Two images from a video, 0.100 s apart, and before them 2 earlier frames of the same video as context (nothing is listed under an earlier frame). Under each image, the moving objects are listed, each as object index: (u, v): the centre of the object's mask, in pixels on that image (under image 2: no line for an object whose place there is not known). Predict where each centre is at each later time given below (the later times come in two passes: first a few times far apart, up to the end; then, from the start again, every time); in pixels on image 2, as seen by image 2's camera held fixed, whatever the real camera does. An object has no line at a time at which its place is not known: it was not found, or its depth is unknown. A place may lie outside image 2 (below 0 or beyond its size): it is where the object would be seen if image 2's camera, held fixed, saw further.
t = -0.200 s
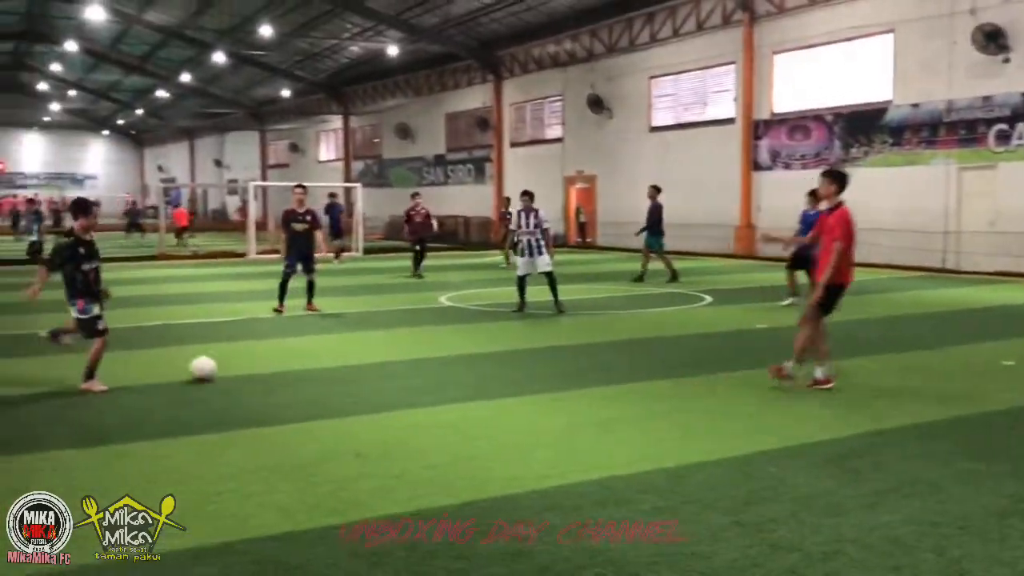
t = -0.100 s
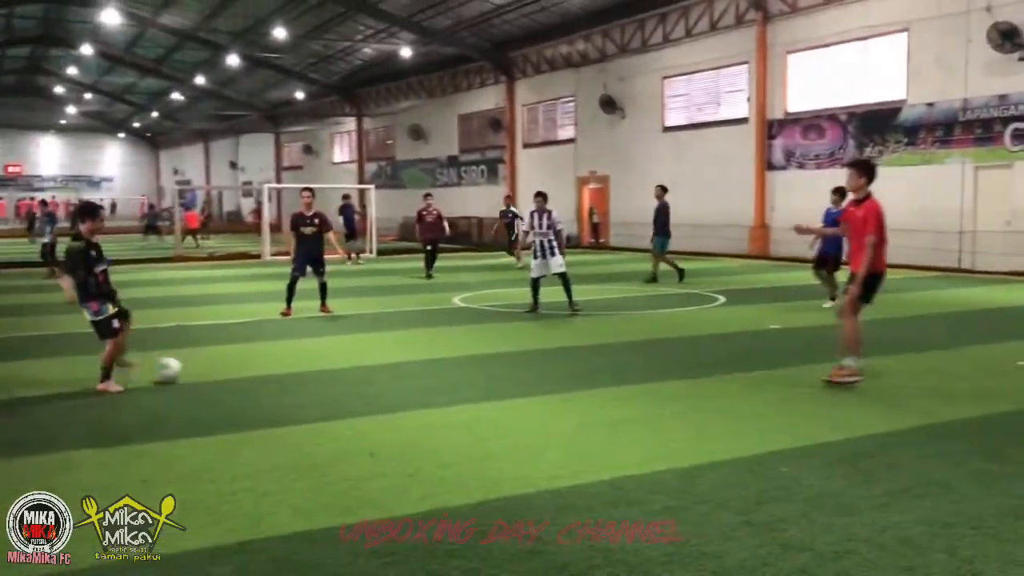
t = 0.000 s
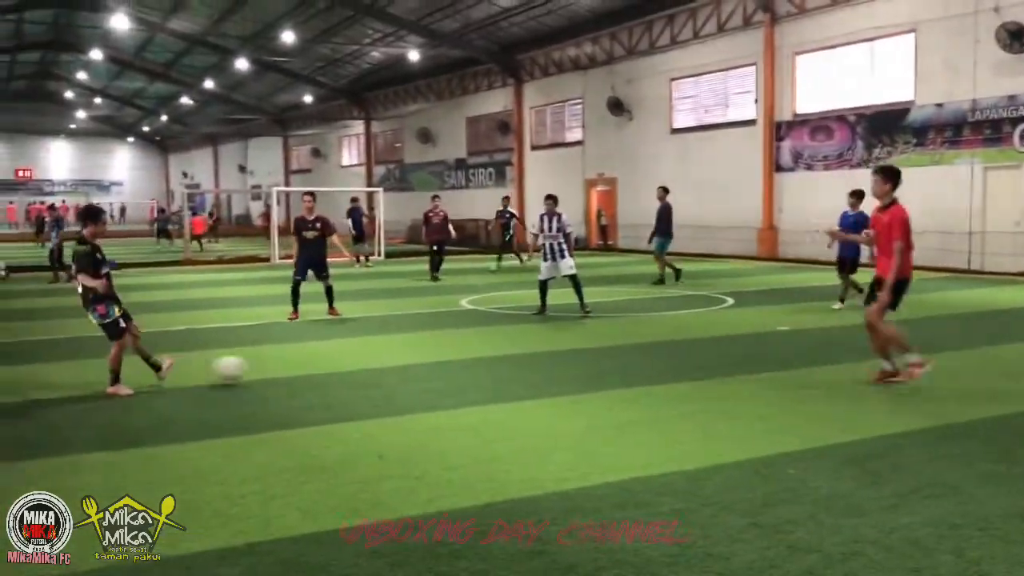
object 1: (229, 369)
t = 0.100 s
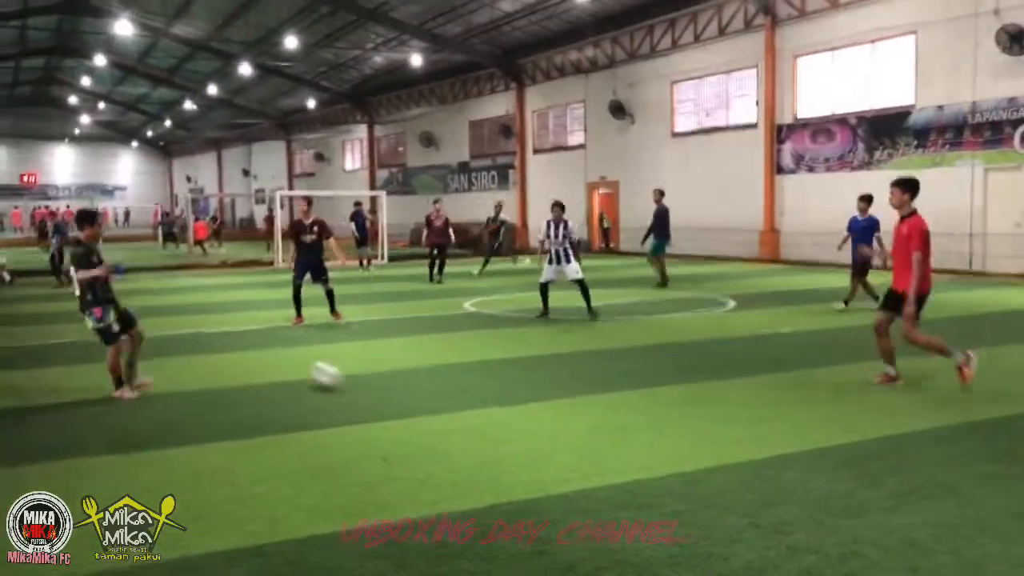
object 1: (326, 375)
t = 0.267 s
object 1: (449, 376)
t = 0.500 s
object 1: (581, 376)
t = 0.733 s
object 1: (705, 376)
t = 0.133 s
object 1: (353, 376)
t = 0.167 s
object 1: (378, 376)
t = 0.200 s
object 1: (401, 376)
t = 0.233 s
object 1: (427, 377)
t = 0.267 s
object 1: (449, 376)
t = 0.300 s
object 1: (470, 376)
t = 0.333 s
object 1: (489, 377)
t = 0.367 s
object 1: (509, 376)
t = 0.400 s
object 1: (527, 376)
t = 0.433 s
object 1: (546, 376)
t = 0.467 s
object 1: (563, 376)
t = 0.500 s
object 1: (581, 376)
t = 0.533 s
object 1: (599, 376)
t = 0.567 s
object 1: (616, 375)
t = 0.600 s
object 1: (634, 375)
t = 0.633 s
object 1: (651, 375)
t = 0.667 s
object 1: (669, 375)
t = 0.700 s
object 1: (686, 376)
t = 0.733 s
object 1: (705, 376)
